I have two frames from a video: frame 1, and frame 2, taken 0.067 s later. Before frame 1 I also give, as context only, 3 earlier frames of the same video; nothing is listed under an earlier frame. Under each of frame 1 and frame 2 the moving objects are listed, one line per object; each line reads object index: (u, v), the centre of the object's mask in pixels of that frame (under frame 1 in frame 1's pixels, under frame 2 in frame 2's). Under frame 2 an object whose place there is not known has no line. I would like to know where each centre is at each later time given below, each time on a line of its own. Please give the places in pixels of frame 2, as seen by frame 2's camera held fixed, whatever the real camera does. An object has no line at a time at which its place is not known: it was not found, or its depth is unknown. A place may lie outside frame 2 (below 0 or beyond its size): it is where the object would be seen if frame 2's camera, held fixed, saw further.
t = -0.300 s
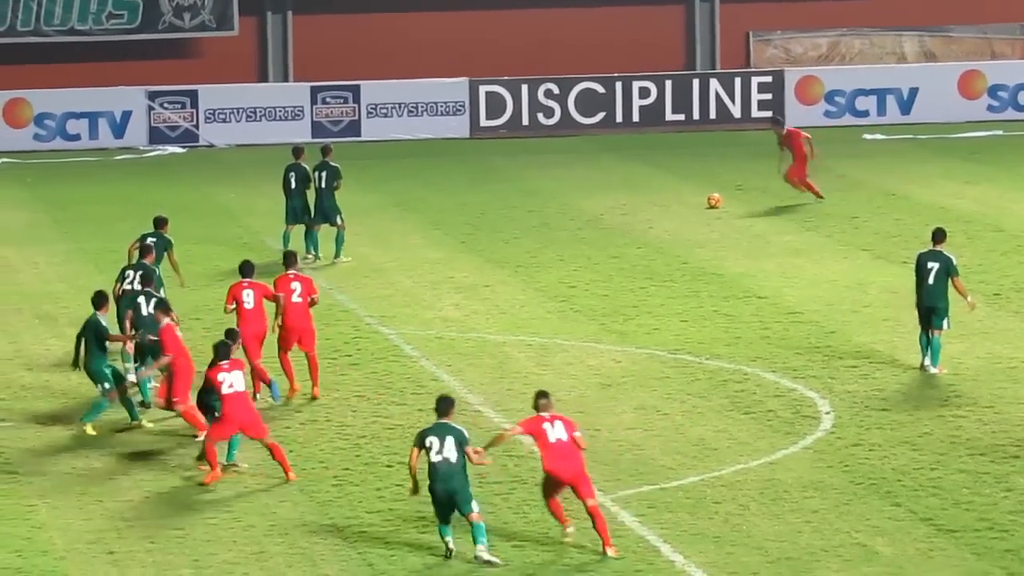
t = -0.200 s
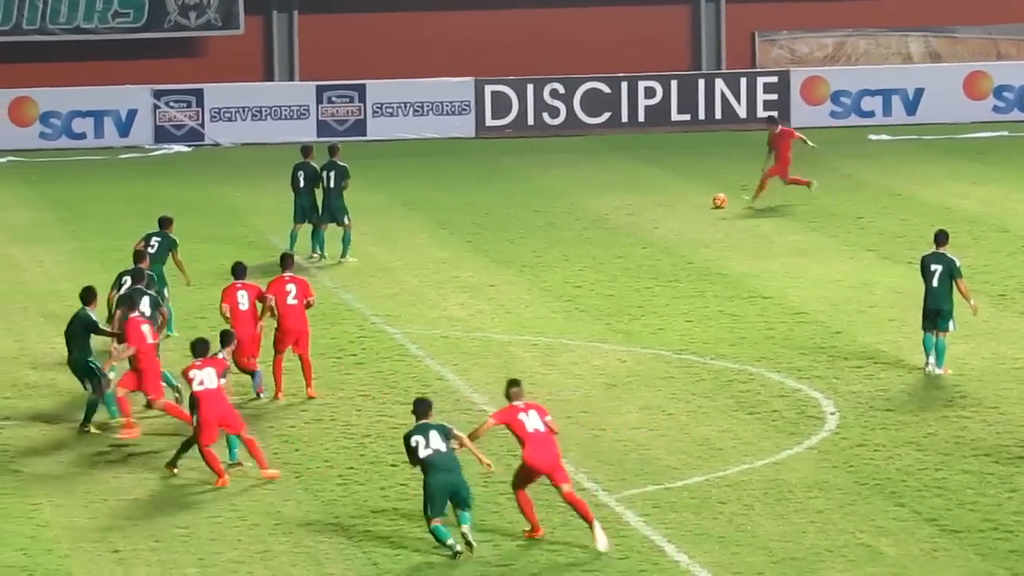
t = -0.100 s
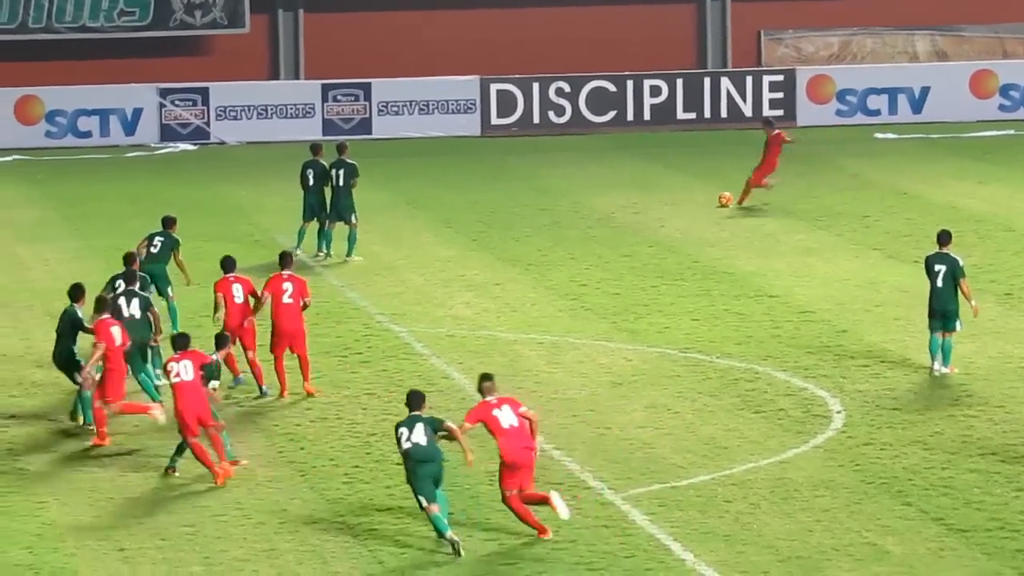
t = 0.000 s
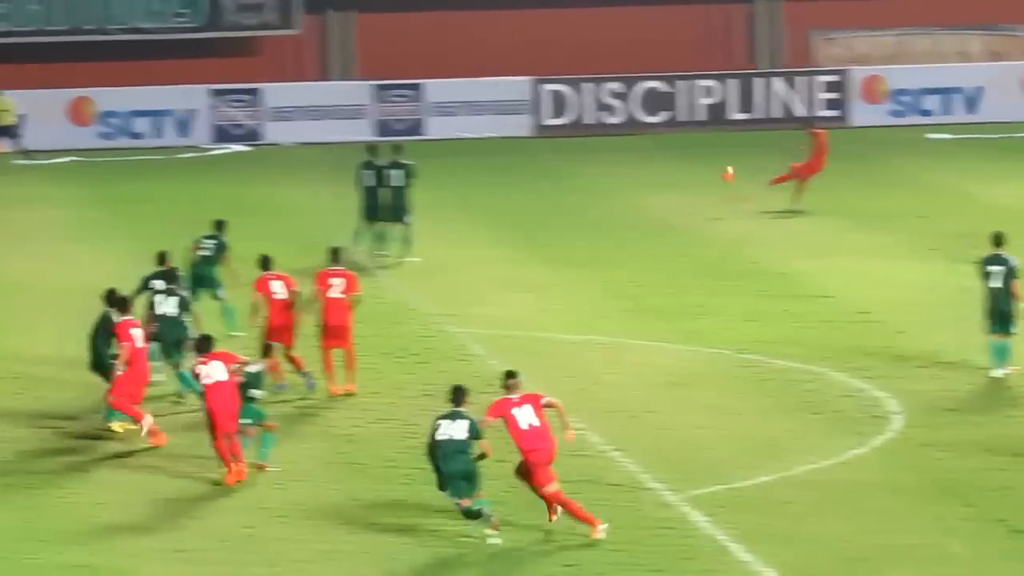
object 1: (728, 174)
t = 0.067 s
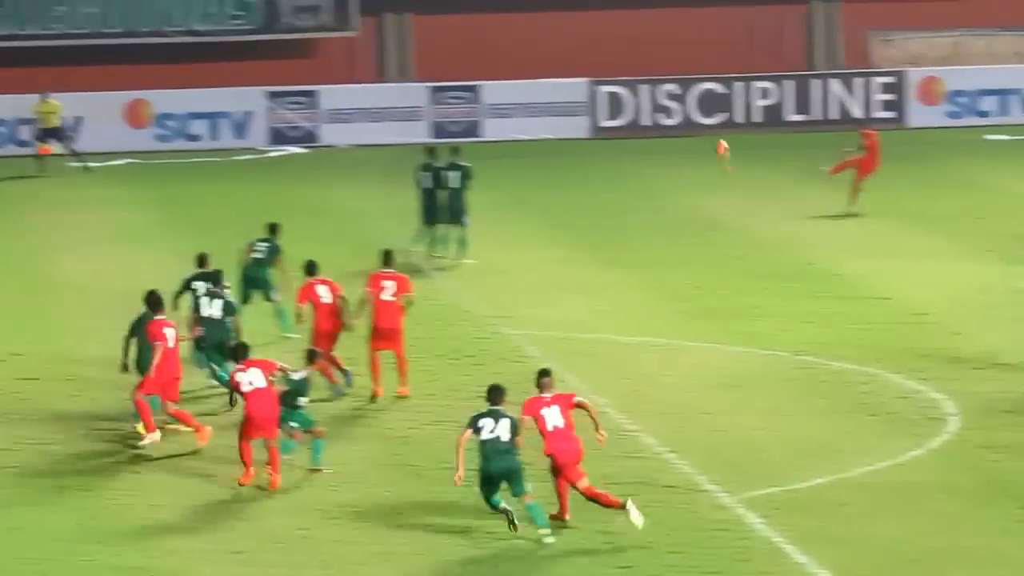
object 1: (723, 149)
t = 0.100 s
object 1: (696, 135)
